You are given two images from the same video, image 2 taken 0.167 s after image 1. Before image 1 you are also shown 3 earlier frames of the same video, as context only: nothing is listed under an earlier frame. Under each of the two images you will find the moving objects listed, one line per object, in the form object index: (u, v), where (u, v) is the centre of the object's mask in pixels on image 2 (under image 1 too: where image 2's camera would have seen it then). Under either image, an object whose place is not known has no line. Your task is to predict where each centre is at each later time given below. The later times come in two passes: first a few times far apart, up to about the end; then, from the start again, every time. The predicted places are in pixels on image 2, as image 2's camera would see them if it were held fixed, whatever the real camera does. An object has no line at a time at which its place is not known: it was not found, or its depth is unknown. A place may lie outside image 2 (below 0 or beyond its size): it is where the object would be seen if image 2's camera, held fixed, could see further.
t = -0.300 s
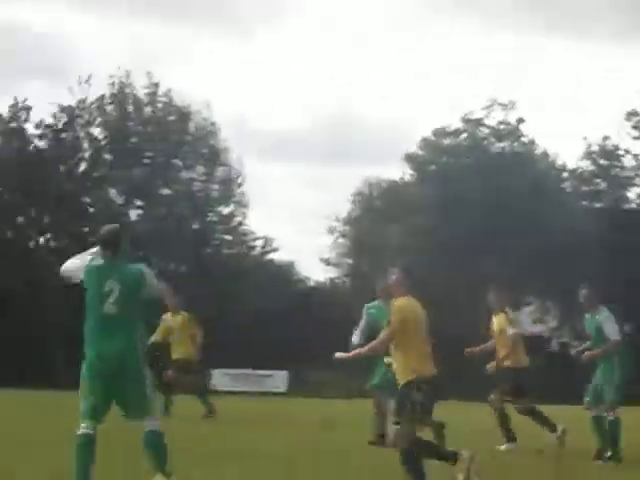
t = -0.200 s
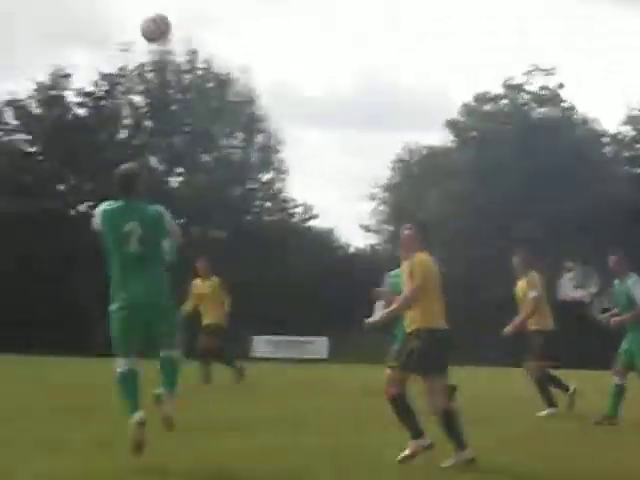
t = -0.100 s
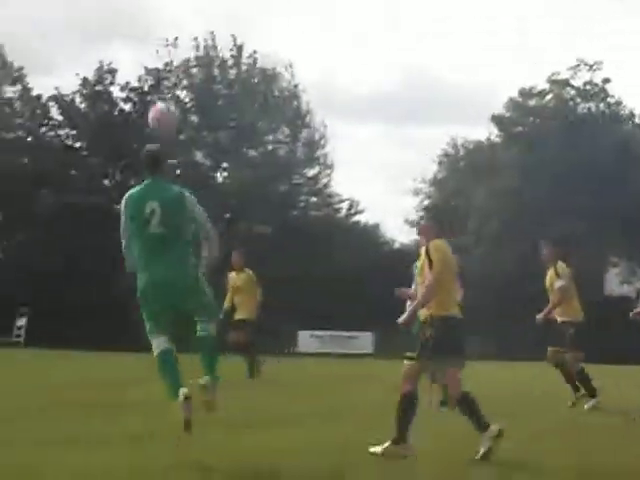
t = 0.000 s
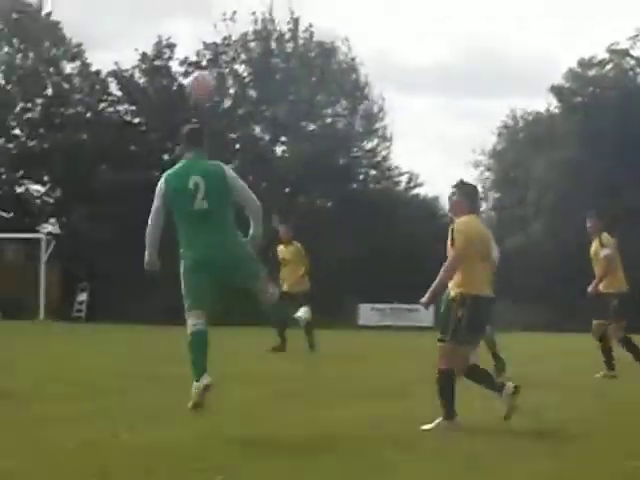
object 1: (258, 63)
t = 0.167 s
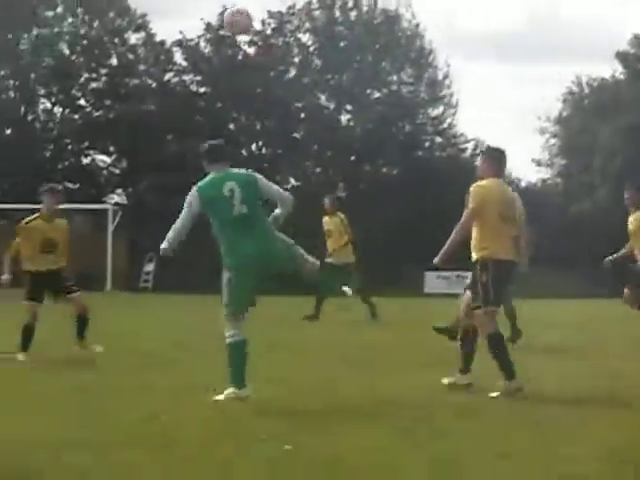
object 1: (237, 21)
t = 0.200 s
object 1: (232, 19)
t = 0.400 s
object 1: (203, 35)
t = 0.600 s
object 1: (175, 96)
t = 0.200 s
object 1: (232, 19)
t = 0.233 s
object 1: (227, 17)
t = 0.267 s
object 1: (223, 19)
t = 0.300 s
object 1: (217, 19)
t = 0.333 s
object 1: (212, 26)
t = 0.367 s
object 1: (205, 29)
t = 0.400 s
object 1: (203, 35)
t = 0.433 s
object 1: (198, 45)
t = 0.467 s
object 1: (194, 54)
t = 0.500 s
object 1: (188, 59)
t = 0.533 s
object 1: (183, 71)
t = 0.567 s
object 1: (177, 82)
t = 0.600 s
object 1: (175, 96)
